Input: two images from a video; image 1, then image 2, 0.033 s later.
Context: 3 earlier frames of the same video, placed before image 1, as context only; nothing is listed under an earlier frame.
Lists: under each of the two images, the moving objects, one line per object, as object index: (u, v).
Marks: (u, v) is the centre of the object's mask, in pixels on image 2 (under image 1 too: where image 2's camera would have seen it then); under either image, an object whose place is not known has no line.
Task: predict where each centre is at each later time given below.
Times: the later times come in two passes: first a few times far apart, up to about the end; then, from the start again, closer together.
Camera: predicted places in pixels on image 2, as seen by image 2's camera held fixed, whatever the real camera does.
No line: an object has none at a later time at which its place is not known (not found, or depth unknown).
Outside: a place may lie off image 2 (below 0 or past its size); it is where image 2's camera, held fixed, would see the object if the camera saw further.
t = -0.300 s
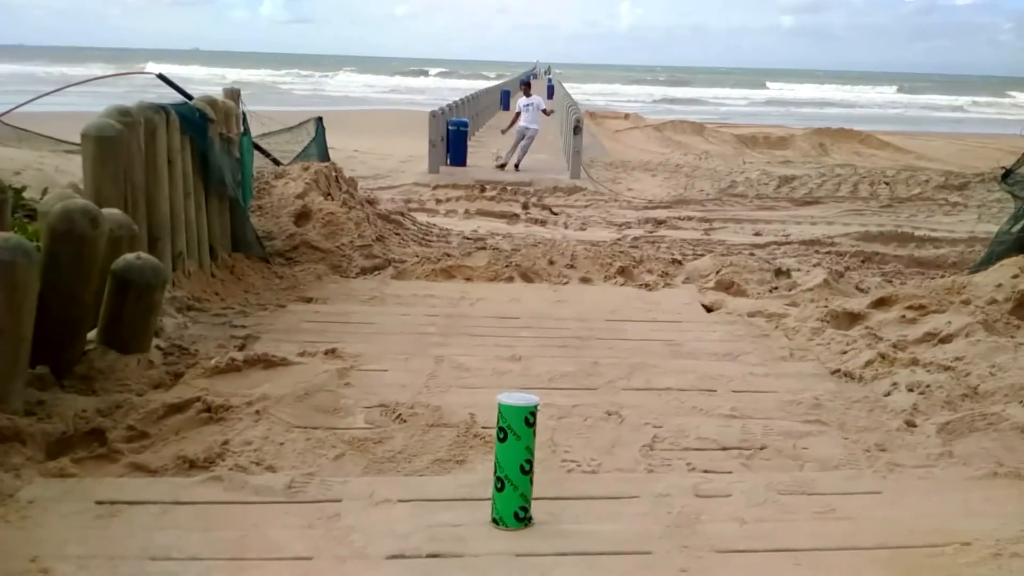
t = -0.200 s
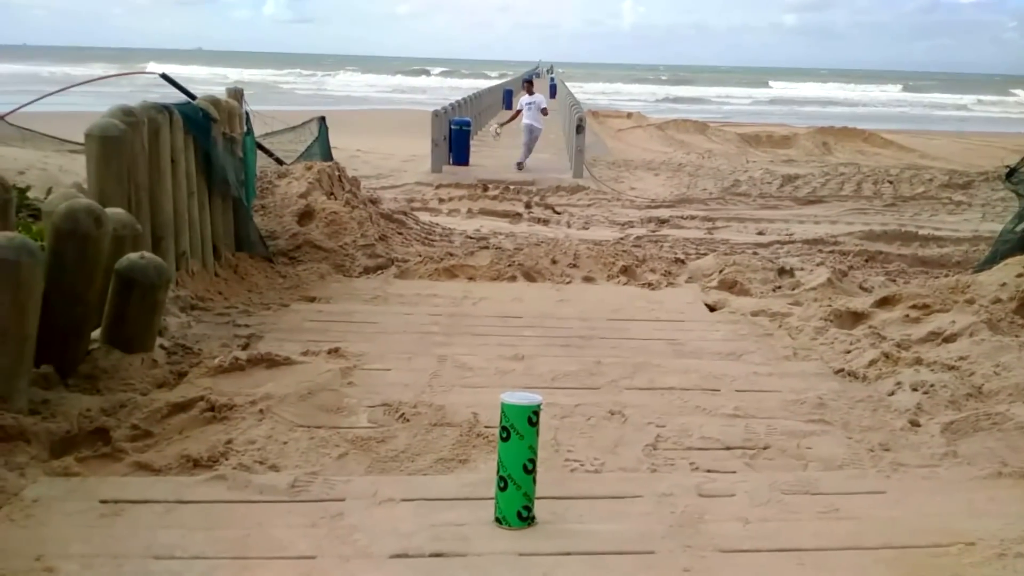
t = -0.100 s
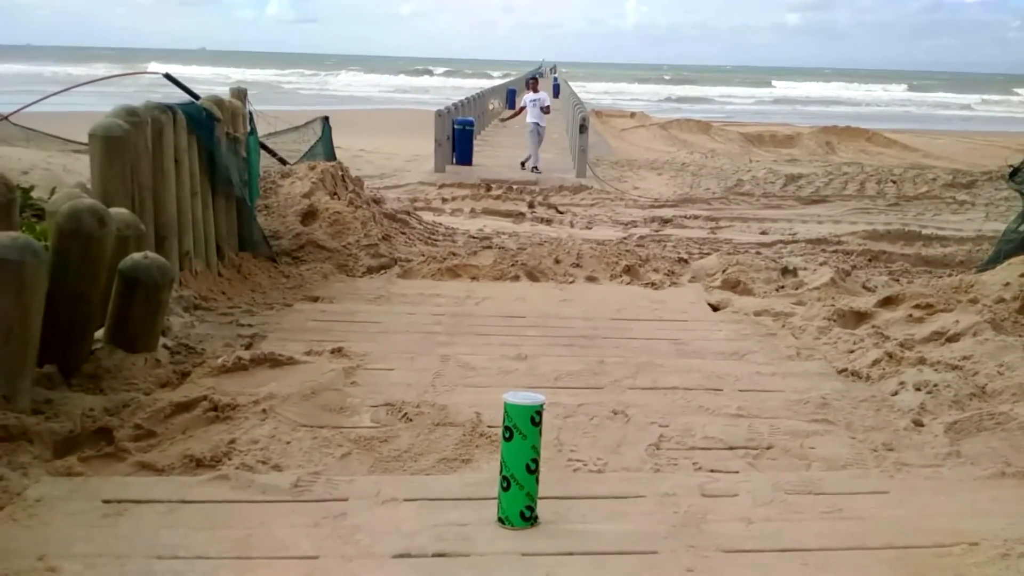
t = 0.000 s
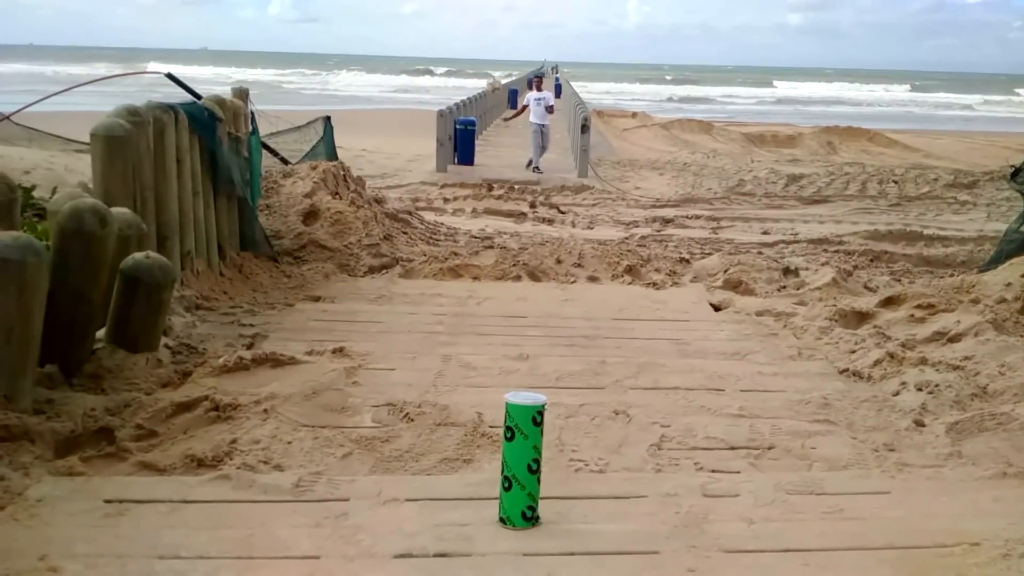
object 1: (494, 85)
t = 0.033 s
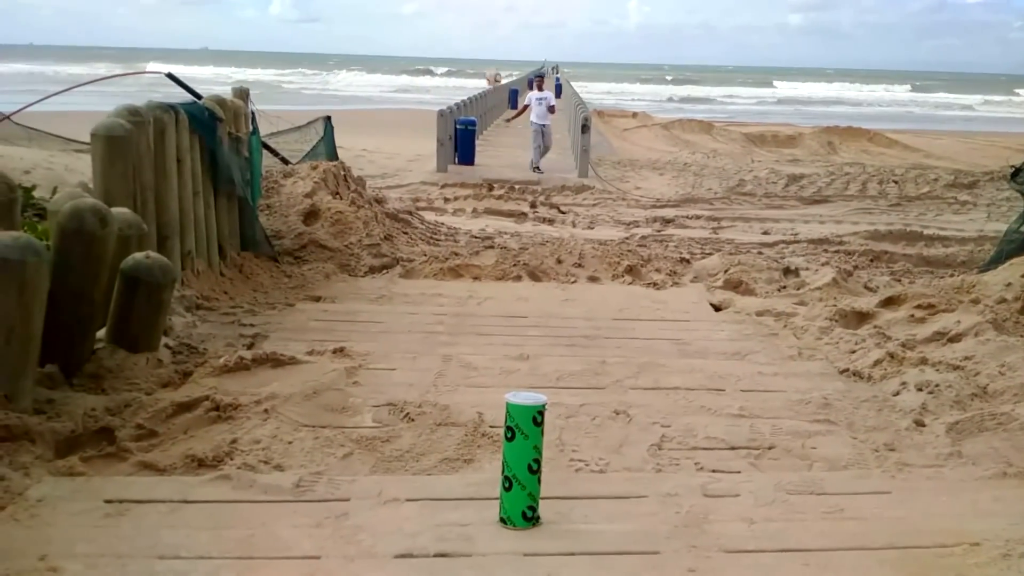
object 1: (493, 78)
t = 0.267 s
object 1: (488, 37)
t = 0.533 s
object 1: (488, 31)
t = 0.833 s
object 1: (498, 62)
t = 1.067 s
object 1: (509, 108)
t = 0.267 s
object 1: (488, 37)
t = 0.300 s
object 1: (487, 33)
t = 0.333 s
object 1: (487, 28)
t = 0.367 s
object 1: (486, 25)
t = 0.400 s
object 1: (486, 23)
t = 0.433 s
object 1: (486, 23)
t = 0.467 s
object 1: (487, 23)
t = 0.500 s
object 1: (487, 25)
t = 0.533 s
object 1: (488, 31)
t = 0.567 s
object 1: (489, 35)
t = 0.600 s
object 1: (490, 38)
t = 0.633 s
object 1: (490, 40)
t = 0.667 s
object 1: (488, 43)
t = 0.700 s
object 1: (491, 45)
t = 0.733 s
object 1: (487, 48)
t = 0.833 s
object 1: (498, 62)
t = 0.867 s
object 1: (496, 66)
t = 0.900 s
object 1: (501, 72)
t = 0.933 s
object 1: (500, 76)
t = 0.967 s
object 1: (504, 86)
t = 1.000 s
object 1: (504, 88)
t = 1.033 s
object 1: (508, 100)
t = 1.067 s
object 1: (509, 108)
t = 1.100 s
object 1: (511, 115)
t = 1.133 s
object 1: (514, 124)
